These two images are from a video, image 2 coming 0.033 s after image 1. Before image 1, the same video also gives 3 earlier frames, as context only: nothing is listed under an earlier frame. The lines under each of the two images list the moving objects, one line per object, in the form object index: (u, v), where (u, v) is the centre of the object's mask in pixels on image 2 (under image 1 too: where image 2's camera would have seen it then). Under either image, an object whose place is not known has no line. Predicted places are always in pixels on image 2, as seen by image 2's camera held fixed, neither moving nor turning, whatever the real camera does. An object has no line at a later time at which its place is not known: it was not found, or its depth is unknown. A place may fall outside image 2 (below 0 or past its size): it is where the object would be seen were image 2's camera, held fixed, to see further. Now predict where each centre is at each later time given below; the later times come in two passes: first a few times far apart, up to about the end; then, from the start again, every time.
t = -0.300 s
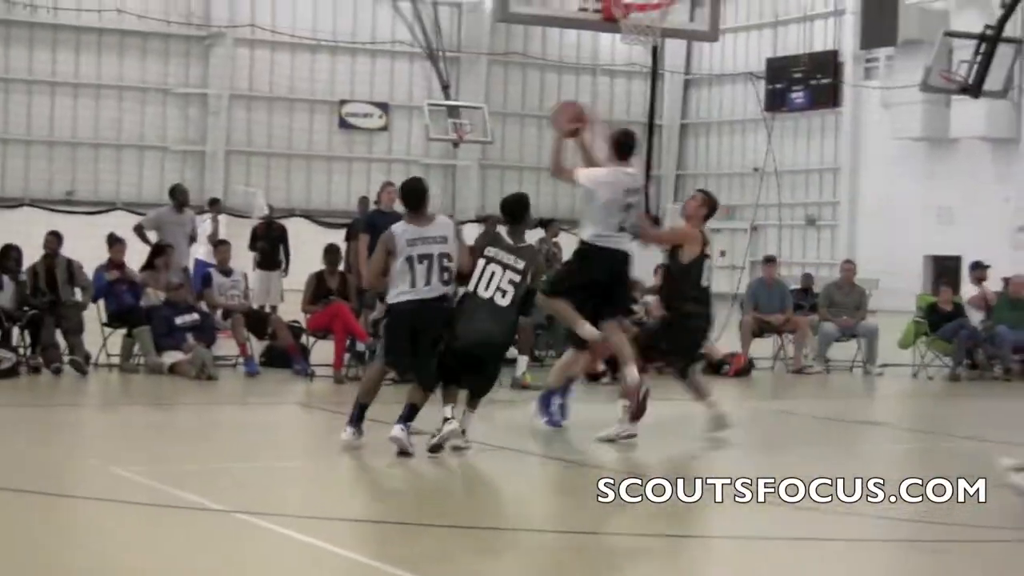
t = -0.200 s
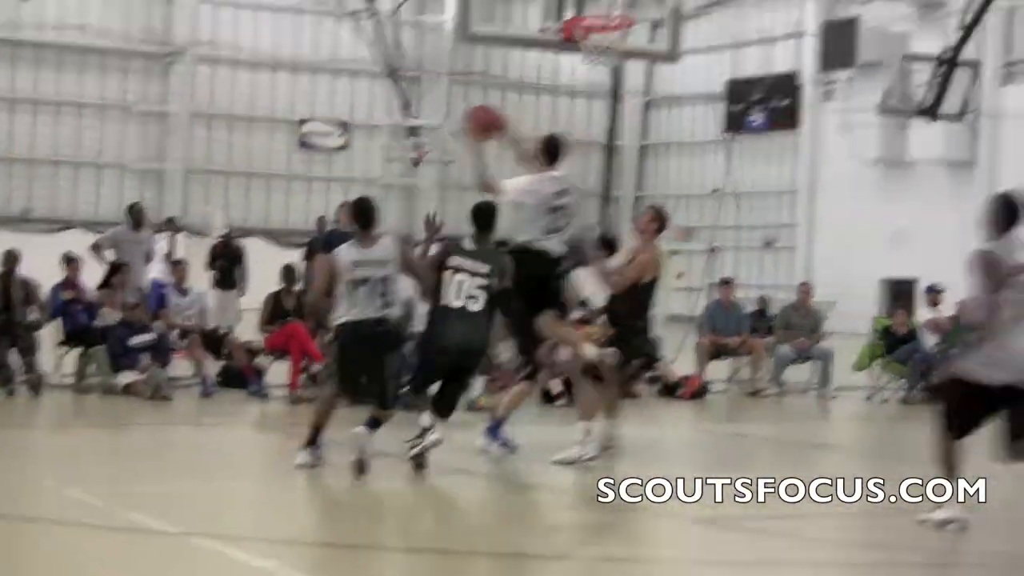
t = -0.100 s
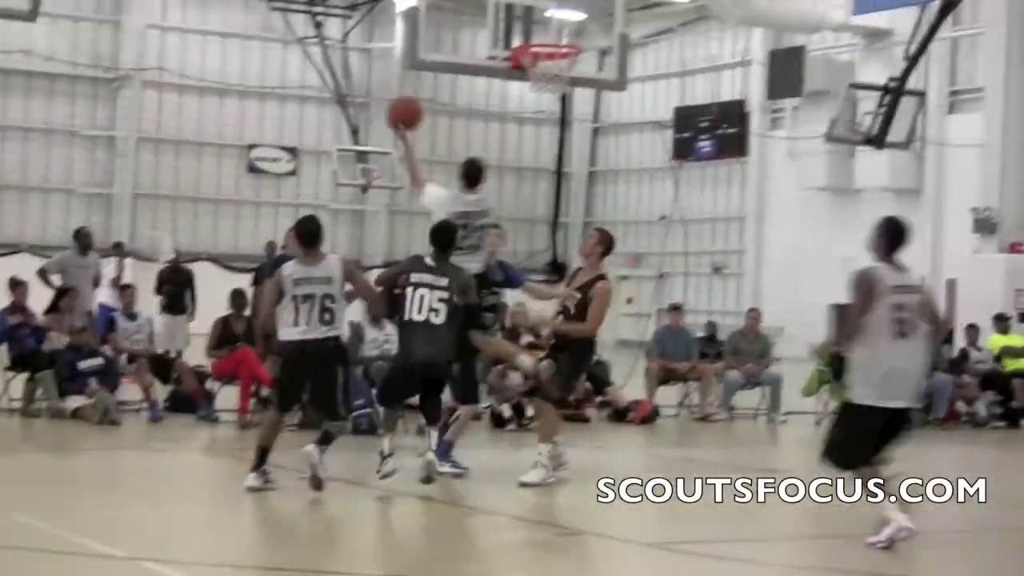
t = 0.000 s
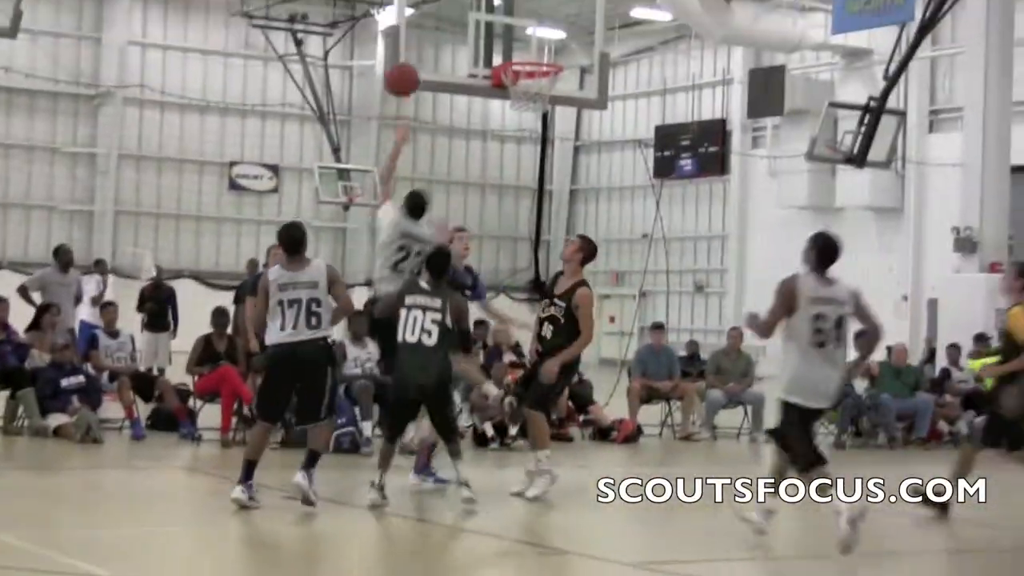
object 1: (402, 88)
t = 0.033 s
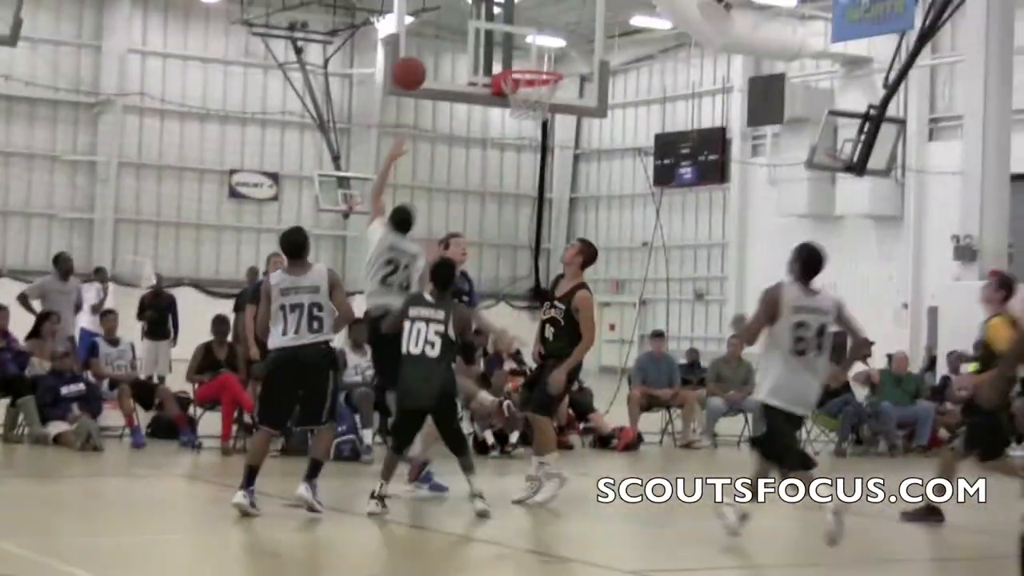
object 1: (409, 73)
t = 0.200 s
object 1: (442, 27)
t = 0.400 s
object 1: (478, 20)
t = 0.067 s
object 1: (416, 61)
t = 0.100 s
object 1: (424, 49)
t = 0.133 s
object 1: (430, 40)
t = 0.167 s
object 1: (436, 33)
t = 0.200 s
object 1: (442, 27)
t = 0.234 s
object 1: (449, 22)
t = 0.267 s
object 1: (456, 19)
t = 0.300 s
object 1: (464, 17)
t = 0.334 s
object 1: (468, 17)
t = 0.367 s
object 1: (473, 18)
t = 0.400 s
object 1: (478, 20)
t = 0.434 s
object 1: (484, 26)
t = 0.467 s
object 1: (489, 31)
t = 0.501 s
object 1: (496, 35)
